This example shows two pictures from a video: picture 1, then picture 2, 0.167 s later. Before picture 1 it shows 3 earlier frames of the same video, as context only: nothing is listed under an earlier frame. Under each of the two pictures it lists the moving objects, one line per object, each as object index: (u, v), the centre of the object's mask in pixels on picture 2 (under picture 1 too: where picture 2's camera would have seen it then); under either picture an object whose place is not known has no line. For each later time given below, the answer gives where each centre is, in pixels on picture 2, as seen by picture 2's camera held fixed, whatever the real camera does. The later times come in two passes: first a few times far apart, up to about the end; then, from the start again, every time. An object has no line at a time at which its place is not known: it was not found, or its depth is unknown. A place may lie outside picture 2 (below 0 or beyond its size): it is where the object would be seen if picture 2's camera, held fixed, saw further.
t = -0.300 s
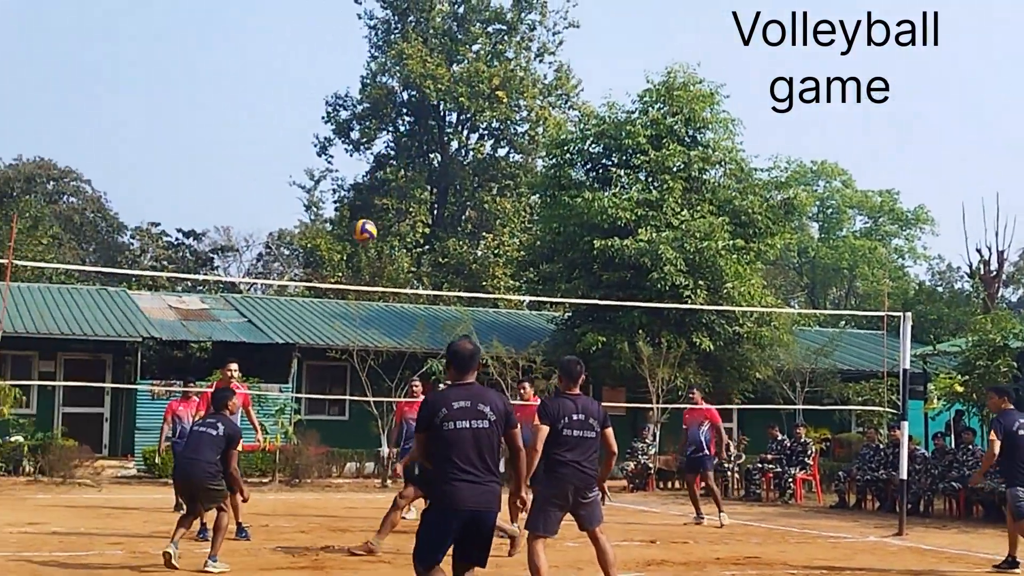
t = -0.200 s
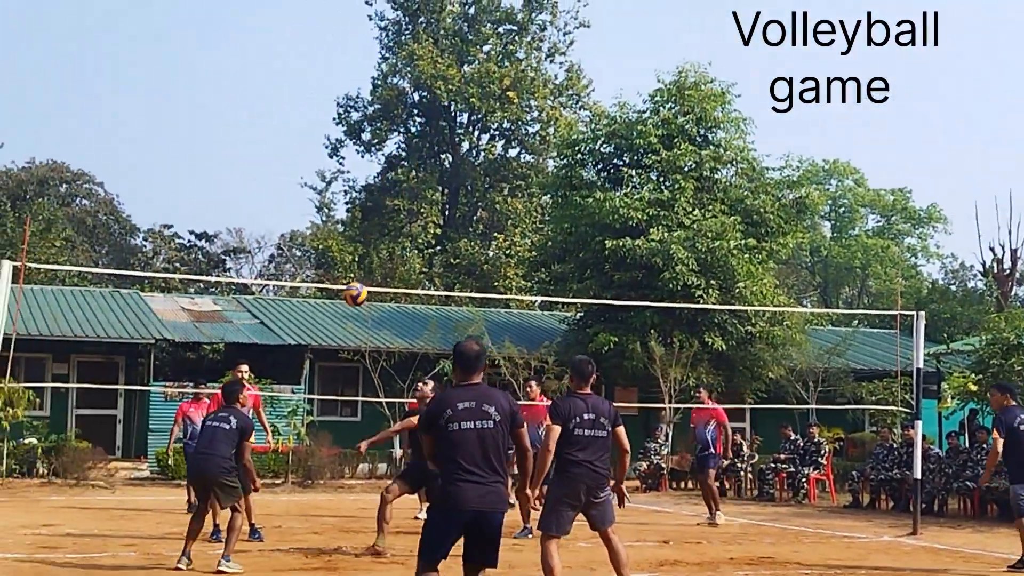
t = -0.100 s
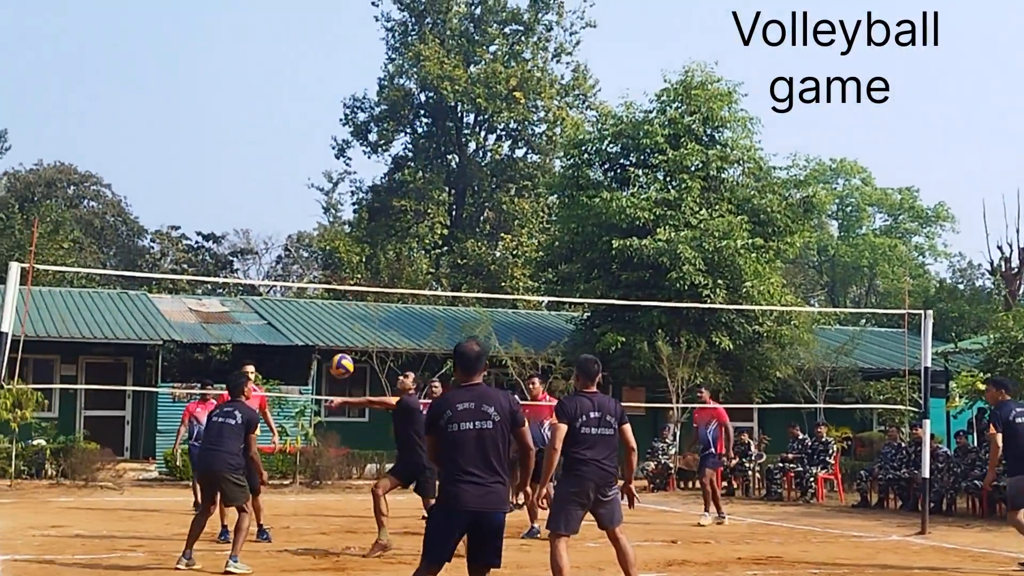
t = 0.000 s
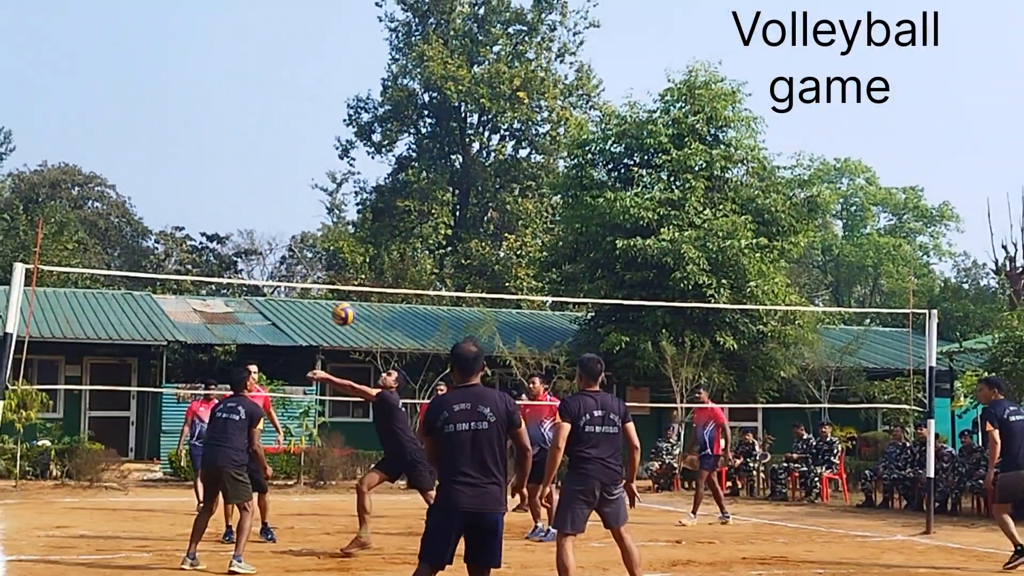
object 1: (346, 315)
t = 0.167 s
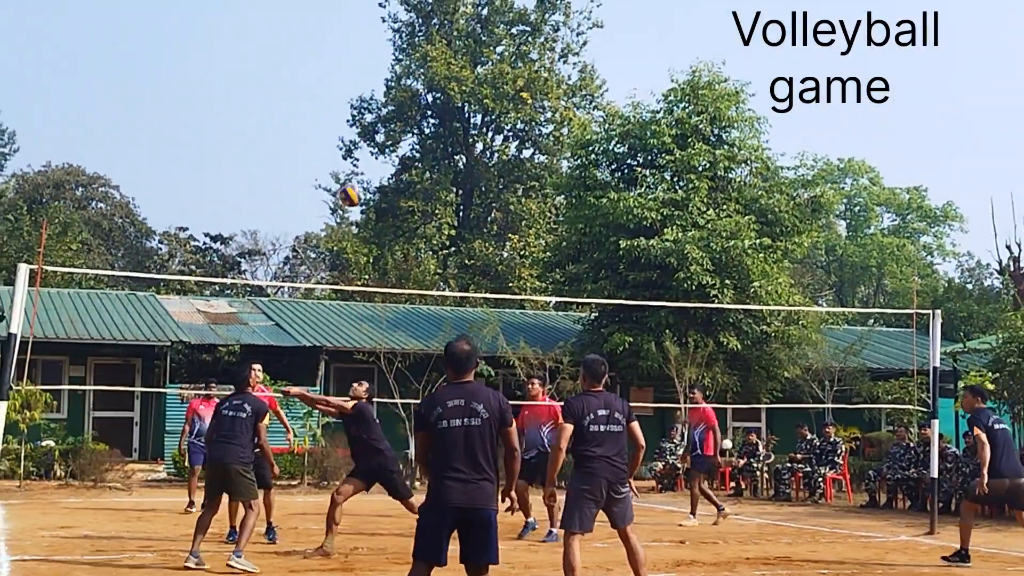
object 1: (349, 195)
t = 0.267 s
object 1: (353, 139)
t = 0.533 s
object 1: (356, 42)
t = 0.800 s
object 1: (359, 18)
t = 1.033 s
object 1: (358, 56)
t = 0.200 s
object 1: (351, 175)
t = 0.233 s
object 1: (352, 156)
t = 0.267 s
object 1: (353, 139)
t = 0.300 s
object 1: (354, 123)
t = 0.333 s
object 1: (355, 108)
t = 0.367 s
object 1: (354, 94)
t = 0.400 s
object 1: (355, 81)
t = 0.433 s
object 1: (355, 70)
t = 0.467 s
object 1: (356, 59)
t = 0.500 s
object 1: (356, 50)
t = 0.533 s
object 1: (356, 42)
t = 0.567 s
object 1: (357, 36)
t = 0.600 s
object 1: (357, 29)
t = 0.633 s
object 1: (358, 24)
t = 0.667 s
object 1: (358, 21)
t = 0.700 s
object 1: (358, 19)
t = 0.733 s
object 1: (358, 17)
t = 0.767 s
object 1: (358, 17)
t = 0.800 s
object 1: (359, 18)
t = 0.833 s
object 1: (359, 20)
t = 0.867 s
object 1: (359, 23)
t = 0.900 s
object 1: (359, 27)
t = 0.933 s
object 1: (359, 33)
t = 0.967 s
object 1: (359, 40)
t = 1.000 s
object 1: (359, 48)
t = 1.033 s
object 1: (358, 56)
